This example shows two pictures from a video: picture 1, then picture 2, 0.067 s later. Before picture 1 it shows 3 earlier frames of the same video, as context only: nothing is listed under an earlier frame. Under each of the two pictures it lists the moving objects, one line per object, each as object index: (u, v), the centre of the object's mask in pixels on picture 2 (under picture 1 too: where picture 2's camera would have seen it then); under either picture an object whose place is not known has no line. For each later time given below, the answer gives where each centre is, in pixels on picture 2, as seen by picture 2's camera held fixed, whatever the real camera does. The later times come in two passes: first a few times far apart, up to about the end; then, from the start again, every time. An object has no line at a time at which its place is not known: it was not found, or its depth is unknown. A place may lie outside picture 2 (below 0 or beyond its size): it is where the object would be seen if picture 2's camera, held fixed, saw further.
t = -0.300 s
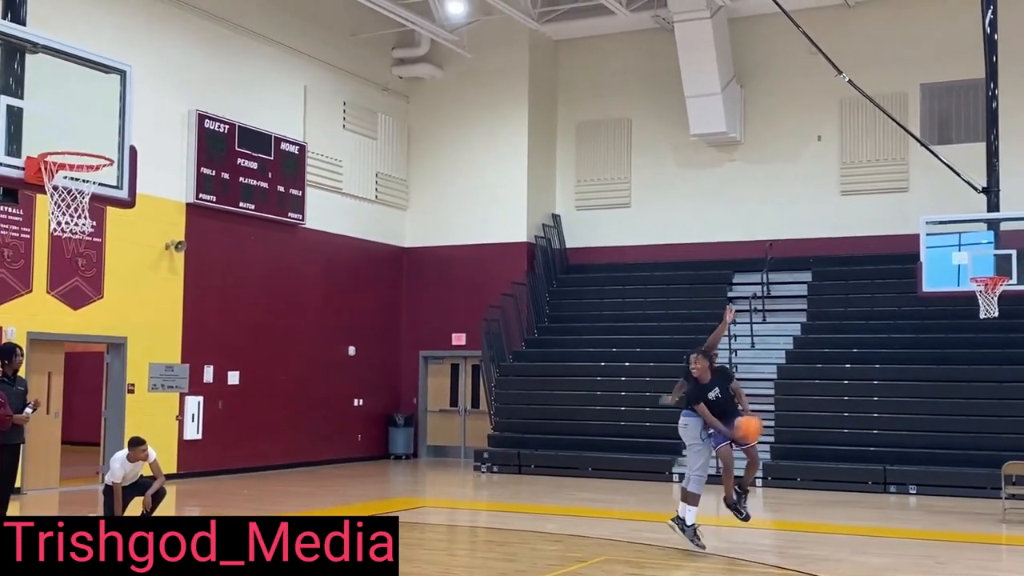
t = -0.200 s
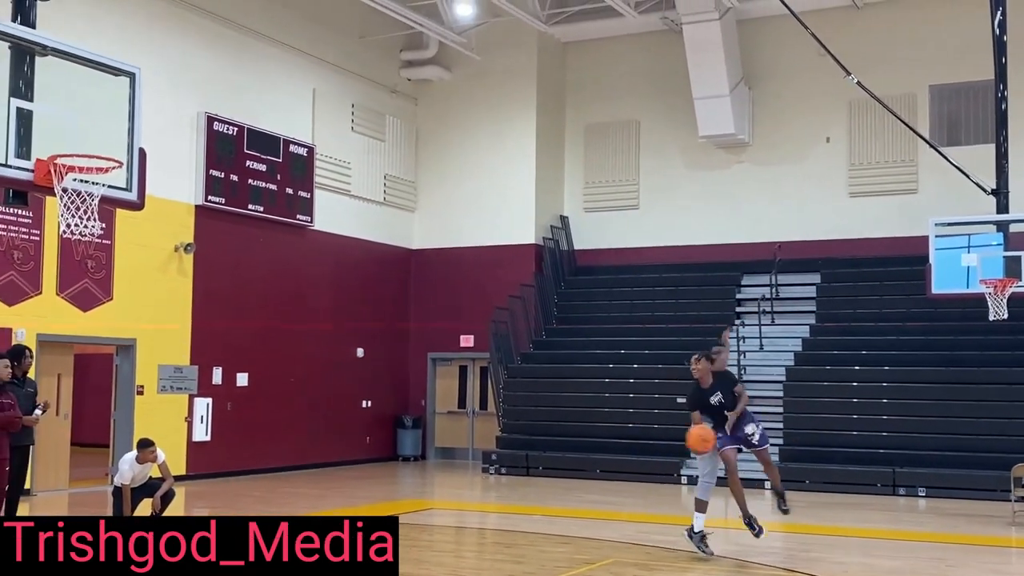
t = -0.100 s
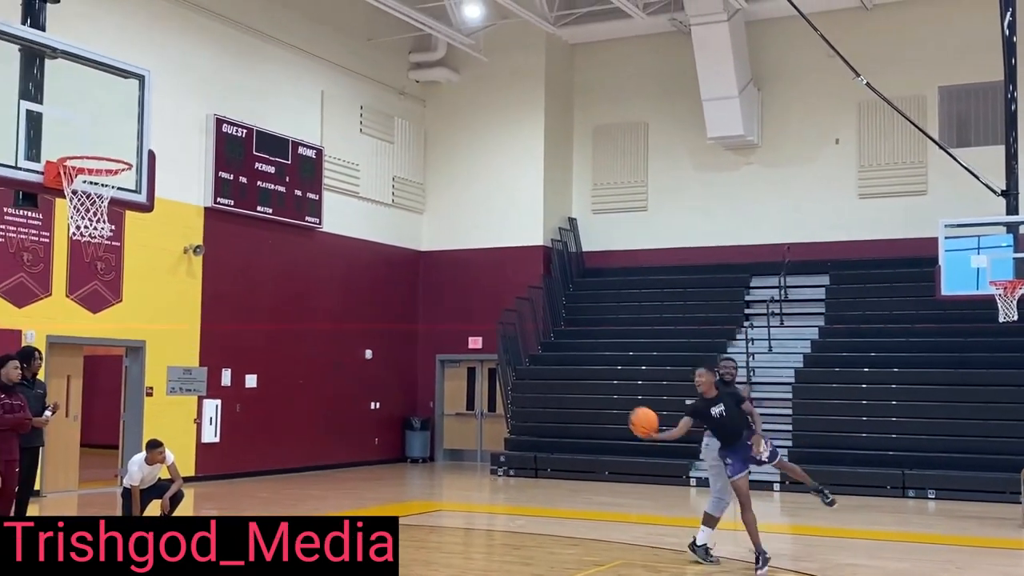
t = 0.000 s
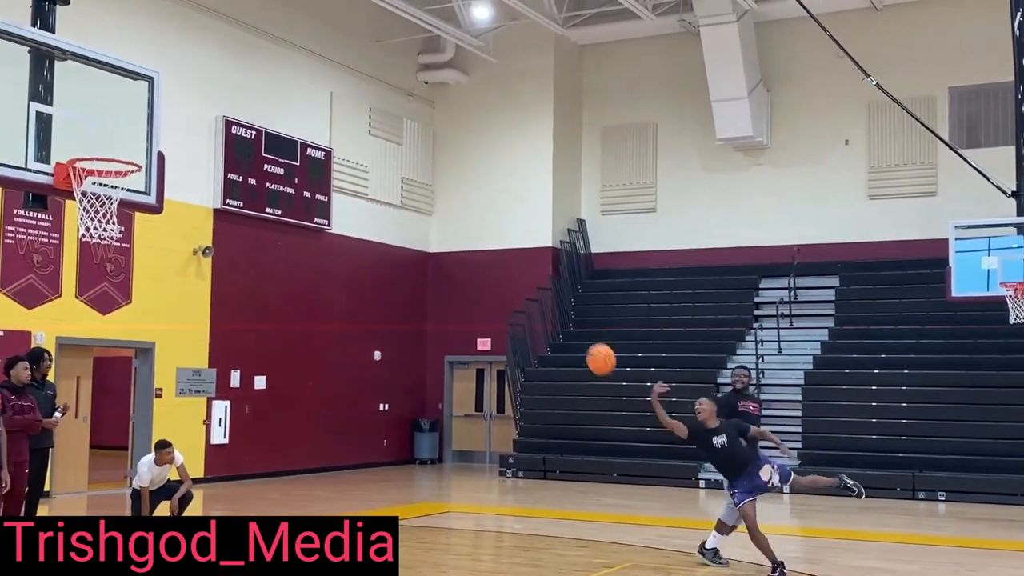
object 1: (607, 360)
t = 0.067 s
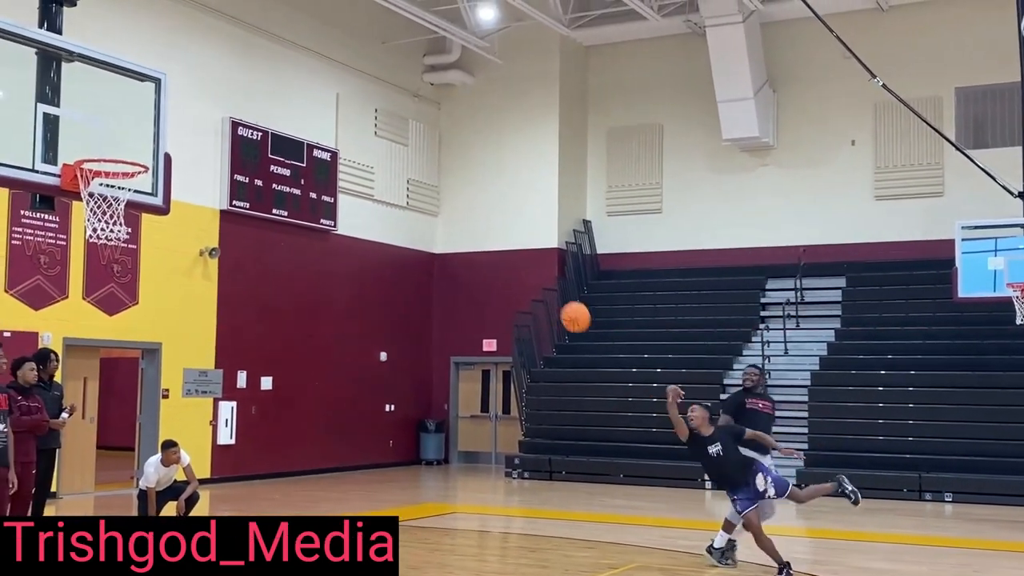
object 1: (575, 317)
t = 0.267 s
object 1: (477, 217)
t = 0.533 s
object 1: (338, 157)
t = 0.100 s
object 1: (559, 297)
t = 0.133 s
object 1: (543, 278)
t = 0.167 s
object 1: (527, 262)
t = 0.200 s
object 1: (511, 247)
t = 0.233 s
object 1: (495, 231)
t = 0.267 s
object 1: (477, 217)
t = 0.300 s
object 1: (461, 205)
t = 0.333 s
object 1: (444, 195)
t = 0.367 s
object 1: (427, 185)
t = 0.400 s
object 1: (410, 177)
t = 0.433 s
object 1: (392, 170)
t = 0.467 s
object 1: (374, 164)
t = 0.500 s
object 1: (358, 160)
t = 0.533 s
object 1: (338, 157)
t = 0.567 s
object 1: (321, 155)
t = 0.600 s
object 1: (302, 155)
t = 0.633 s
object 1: (284, 155)
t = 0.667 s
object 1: (265, 158)
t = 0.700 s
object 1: (246, 161)
